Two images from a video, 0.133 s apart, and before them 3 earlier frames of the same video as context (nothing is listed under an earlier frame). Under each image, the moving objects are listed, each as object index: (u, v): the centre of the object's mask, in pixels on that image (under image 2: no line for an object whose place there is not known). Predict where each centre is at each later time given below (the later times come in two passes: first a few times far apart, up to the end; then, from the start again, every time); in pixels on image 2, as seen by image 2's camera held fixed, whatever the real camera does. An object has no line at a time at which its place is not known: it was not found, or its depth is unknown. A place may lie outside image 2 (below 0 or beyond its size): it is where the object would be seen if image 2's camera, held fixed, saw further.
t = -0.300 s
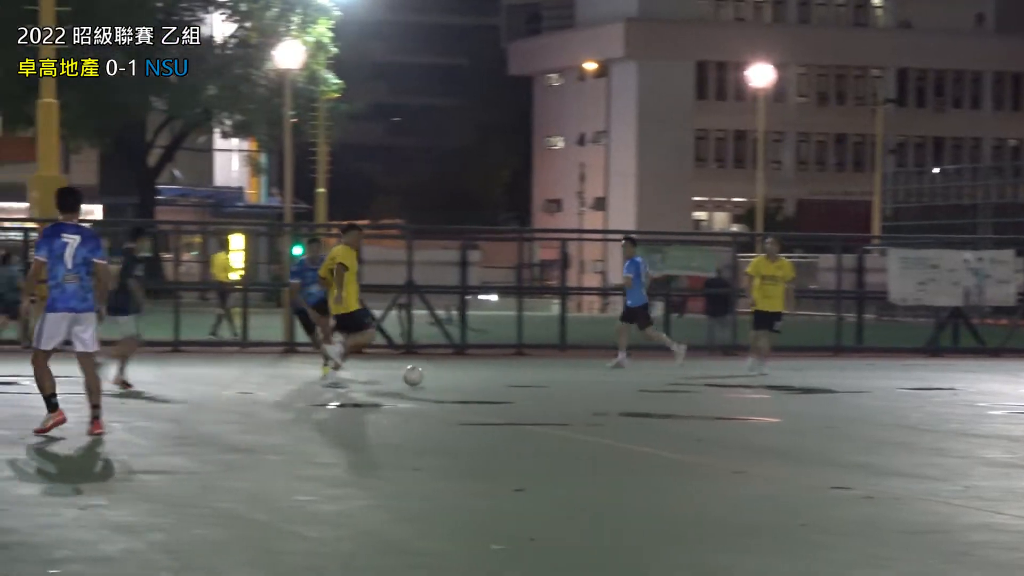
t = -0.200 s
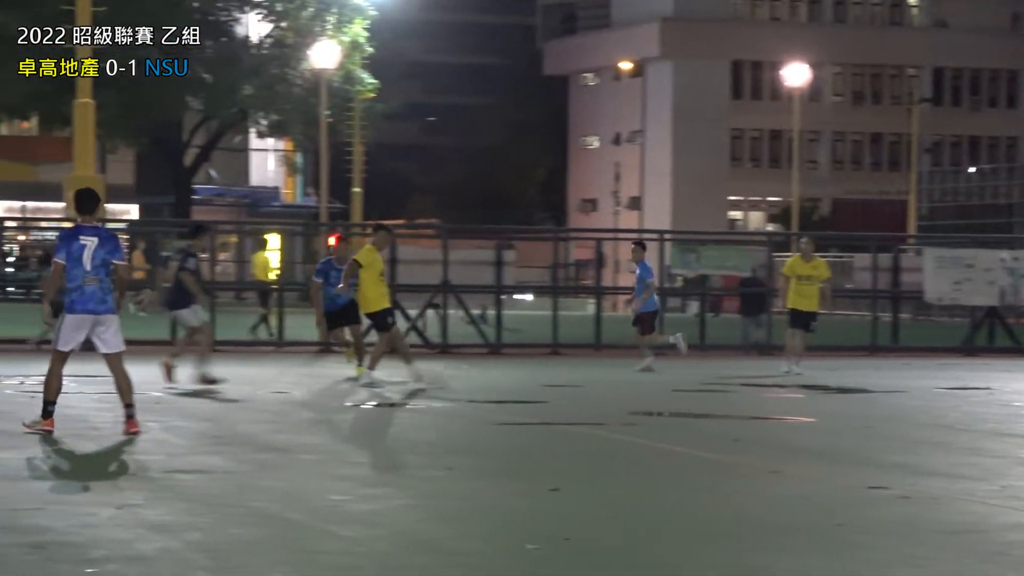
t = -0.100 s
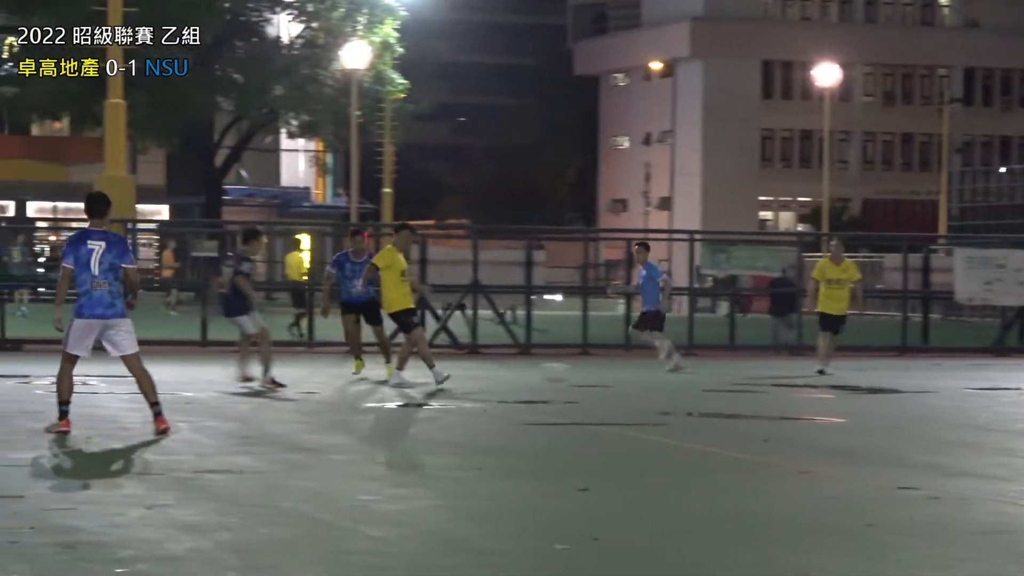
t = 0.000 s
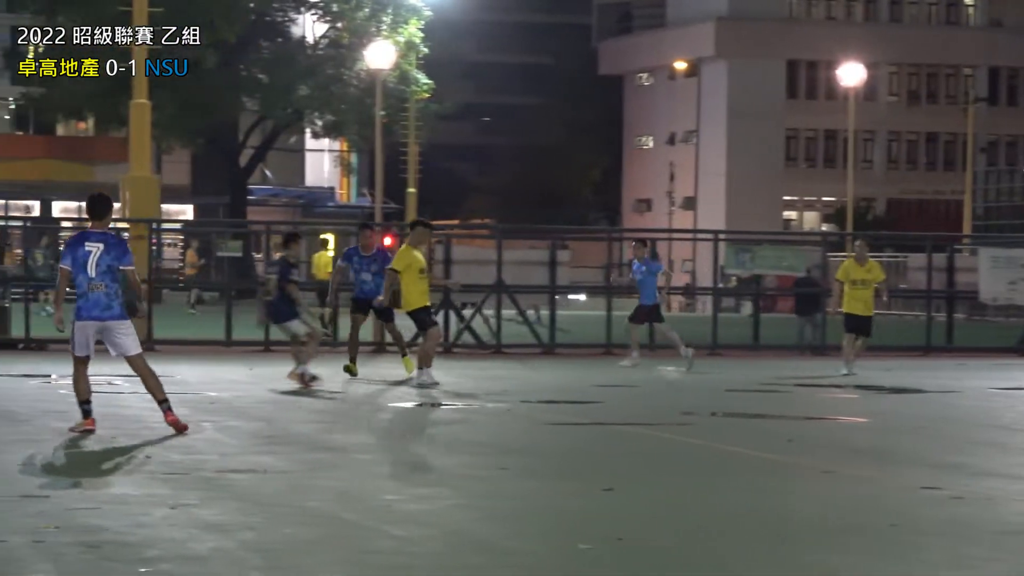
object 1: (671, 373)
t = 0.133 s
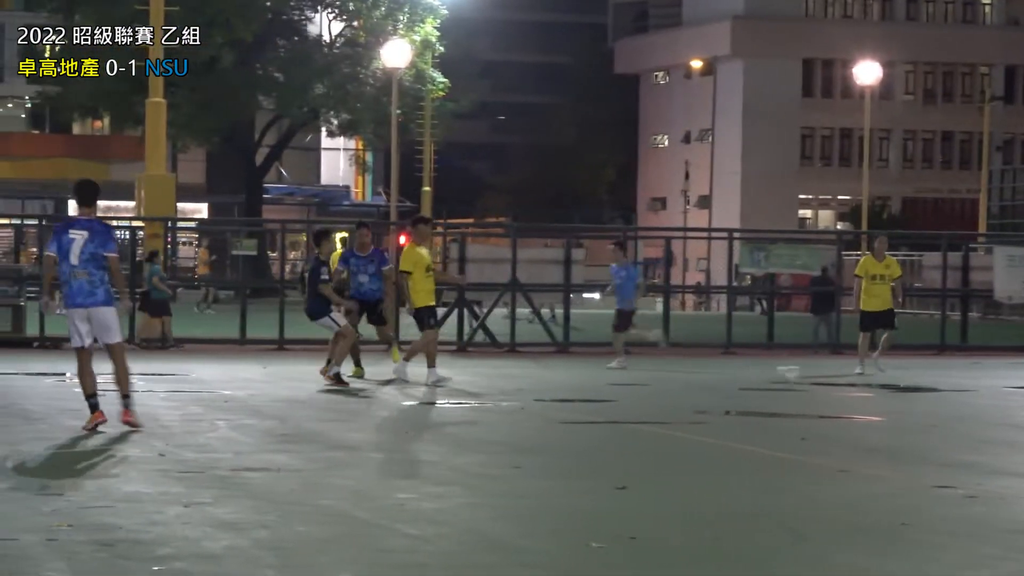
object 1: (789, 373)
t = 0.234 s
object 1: (857, 379)
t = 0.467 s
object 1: (994, 381)
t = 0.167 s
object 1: (813, 375)
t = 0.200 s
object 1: (835, 377)
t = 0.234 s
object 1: (857, 379)
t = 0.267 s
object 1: (877, 376)
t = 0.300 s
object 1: (897, 376)
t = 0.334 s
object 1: (917, 376)
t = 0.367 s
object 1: (935, 378)
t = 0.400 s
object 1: (955, 379)
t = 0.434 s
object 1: (975, 383)
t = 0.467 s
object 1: (994, 381)
